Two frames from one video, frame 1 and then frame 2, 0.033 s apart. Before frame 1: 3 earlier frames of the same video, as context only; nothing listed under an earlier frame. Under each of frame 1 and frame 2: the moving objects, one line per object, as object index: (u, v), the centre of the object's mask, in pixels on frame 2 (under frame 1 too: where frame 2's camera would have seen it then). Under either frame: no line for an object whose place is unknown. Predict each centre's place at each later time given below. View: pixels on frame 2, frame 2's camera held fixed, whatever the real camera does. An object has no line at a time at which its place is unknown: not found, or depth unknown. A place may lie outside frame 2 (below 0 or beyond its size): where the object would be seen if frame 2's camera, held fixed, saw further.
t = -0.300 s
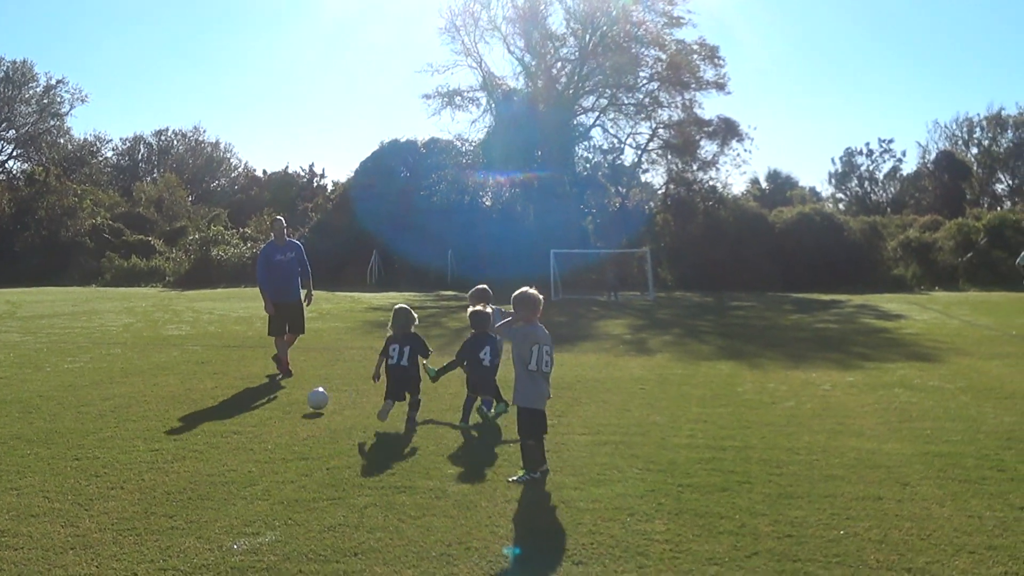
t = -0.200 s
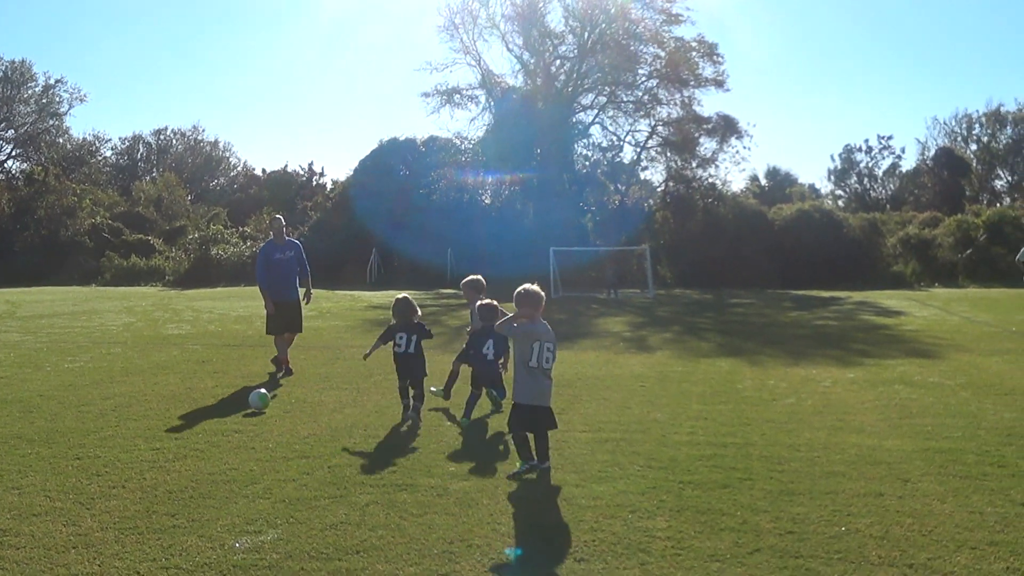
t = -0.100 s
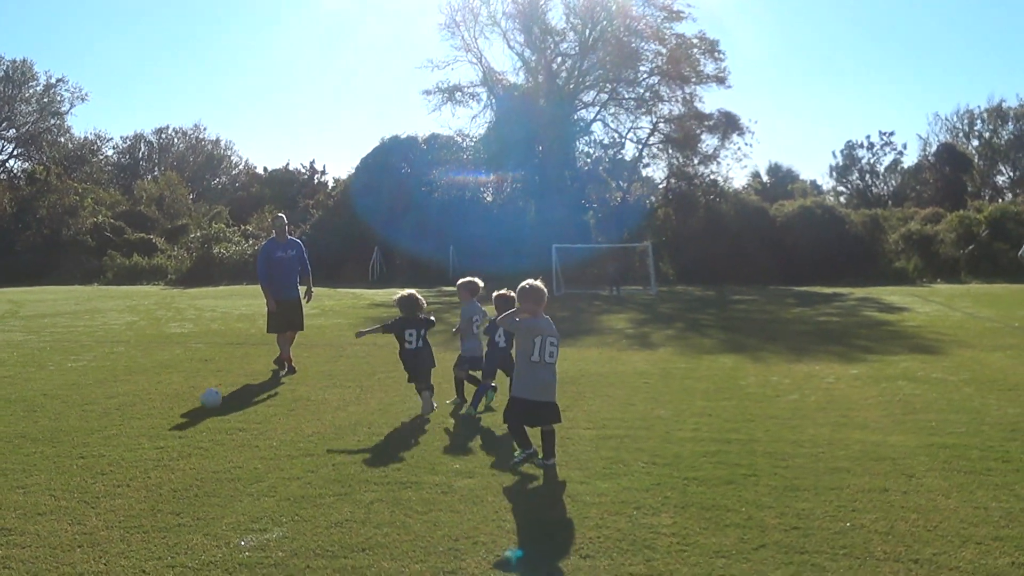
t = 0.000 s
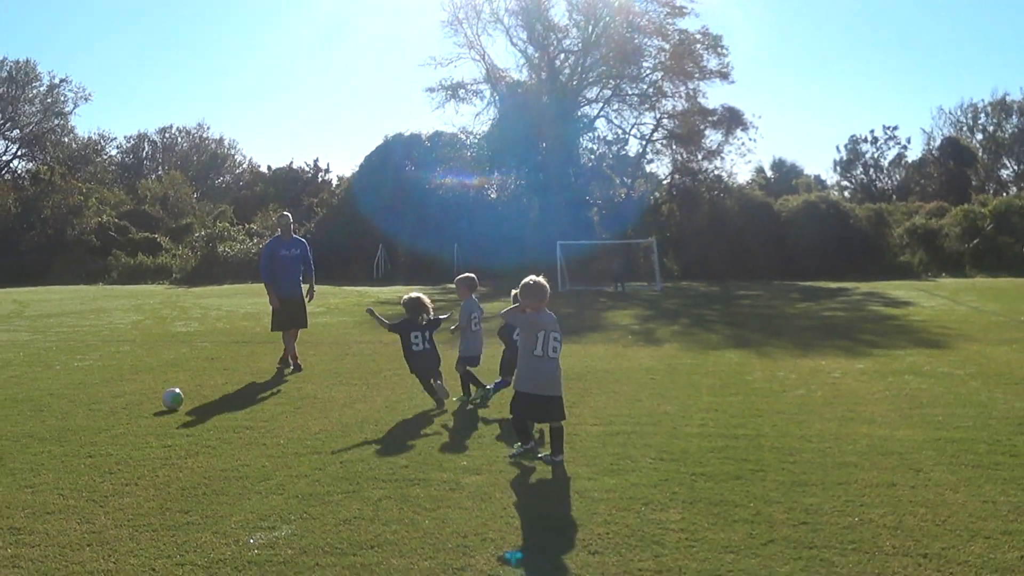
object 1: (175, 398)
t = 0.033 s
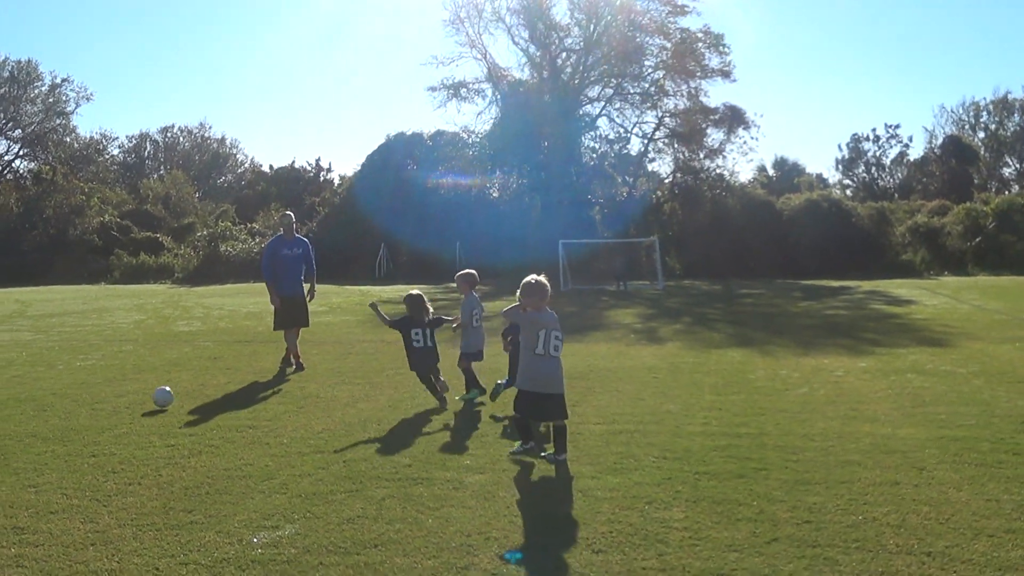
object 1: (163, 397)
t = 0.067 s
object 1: (151, 397)
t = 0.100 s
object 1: (139, 398)
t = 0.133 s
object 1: (126, 400)
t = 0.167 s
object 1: (116, 400)
